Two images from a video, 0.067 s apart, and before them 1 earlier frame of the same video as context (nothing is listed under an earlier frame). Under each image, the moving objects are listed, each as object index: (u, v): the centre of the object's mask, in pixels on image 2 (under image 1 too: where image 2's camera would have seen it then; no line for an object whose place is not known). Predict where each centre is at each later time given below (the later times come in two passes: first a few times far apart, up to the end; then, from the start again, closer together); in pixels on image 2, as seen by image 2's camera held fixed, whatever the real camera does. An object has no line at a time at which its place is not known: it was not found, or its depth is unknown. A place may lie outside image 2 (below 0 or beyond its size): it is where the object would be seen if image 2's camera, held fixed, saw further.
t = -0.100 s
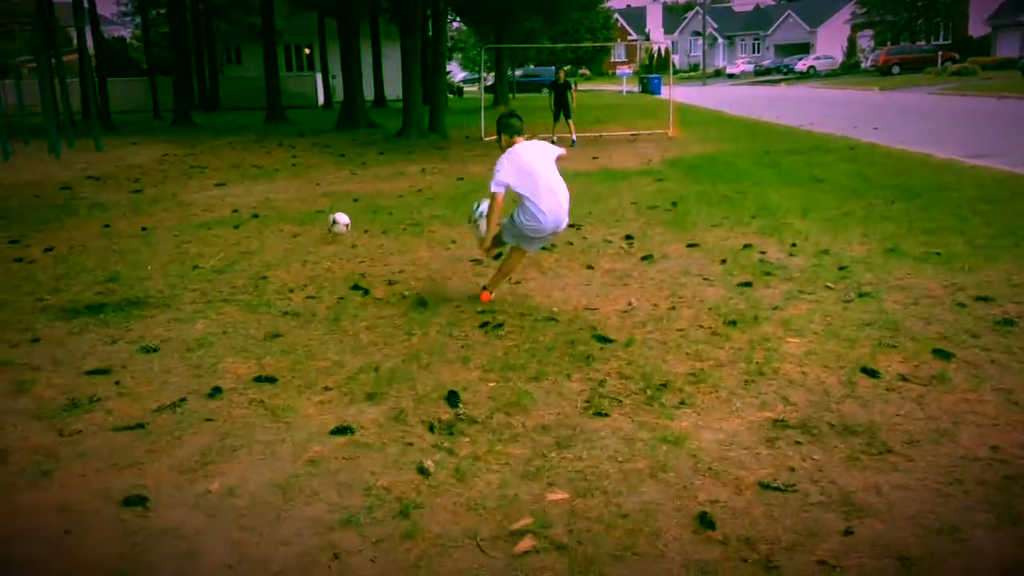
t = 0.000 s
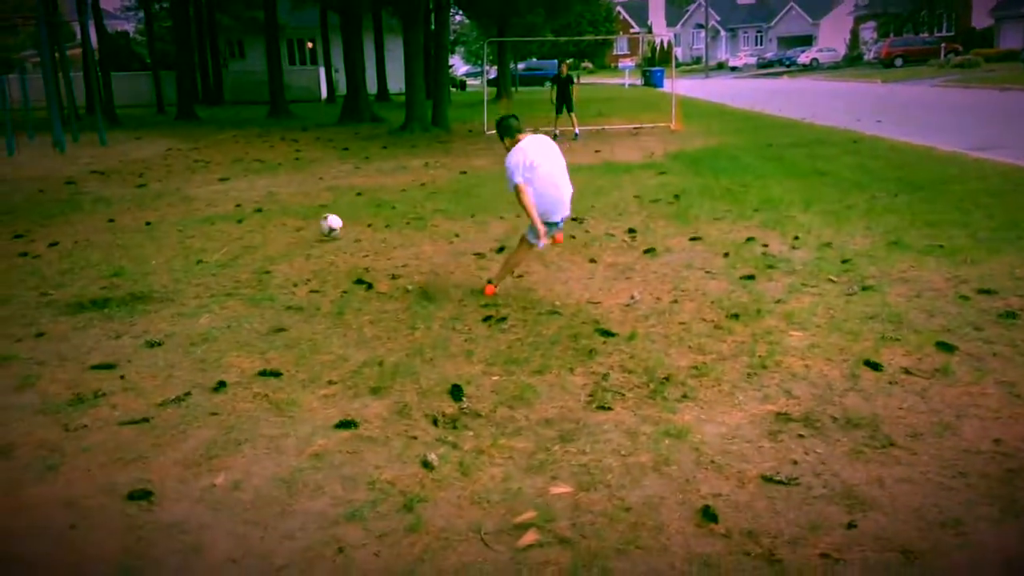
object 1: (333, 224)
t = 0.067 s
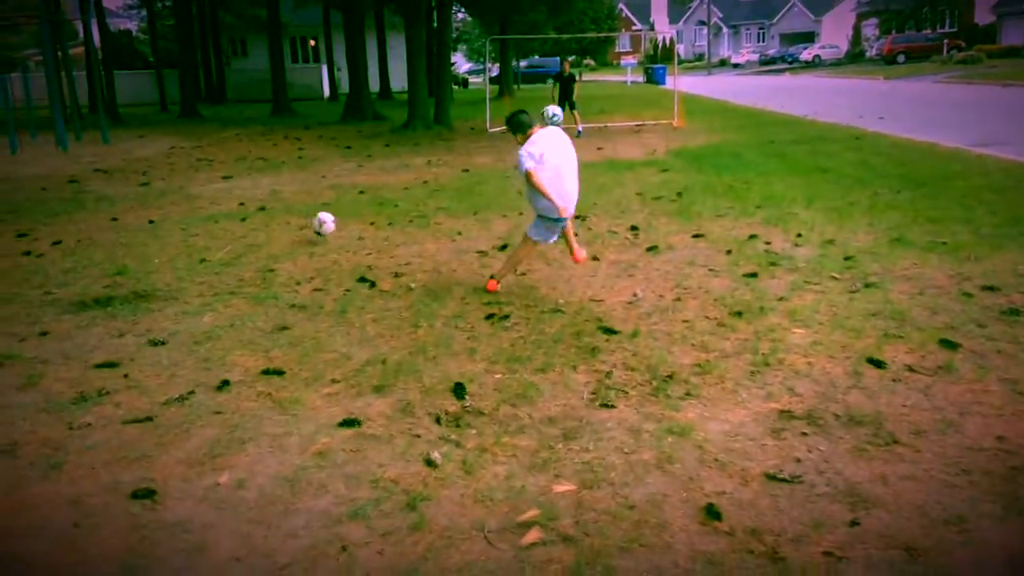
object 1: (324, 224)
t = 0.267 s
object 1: (298, 237)
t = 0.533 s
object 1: (261, 251)
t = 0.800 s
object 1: (219, 265)
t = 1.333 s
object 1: (140, 299)
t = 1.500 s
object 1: (116, 310)
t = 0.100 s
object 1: (319, 226)
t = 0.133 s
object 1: (314, 231)
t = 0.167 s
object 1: (311, 235)
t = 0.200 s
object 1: (306, 235)
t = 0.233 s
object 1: (302, 236)
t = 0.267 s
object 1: (298, 237)
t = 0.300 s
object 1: (293, 238)
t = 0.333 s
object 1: (288, 238)
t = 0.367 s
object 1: (284, 240)
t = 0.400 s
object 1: (279, 244)
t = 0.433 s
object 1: (276, 246)
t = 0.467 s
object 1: (270, 246)
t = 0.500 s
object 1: (265, 249)
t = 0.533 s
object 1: (261, 251)
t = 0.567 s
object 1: (256, 251)
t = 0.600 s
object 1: (251, 254)
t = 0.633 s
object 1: (246, 256)
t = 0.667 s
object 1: (240, 258)
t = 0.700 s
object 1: (234, 261)
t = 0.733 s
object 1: (230, 262)
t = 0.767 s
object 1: (225, 264)
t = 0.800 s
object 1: (219, 265)
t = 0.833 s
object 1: (214, 265)
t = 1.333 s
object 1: (140, 299)
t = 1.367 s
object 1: (135, 302)
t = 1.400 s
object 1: (129, 302)
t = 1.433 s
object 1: (126, 303)
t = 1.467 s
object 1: (121, 307)
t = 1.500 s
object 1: (116, 310)
